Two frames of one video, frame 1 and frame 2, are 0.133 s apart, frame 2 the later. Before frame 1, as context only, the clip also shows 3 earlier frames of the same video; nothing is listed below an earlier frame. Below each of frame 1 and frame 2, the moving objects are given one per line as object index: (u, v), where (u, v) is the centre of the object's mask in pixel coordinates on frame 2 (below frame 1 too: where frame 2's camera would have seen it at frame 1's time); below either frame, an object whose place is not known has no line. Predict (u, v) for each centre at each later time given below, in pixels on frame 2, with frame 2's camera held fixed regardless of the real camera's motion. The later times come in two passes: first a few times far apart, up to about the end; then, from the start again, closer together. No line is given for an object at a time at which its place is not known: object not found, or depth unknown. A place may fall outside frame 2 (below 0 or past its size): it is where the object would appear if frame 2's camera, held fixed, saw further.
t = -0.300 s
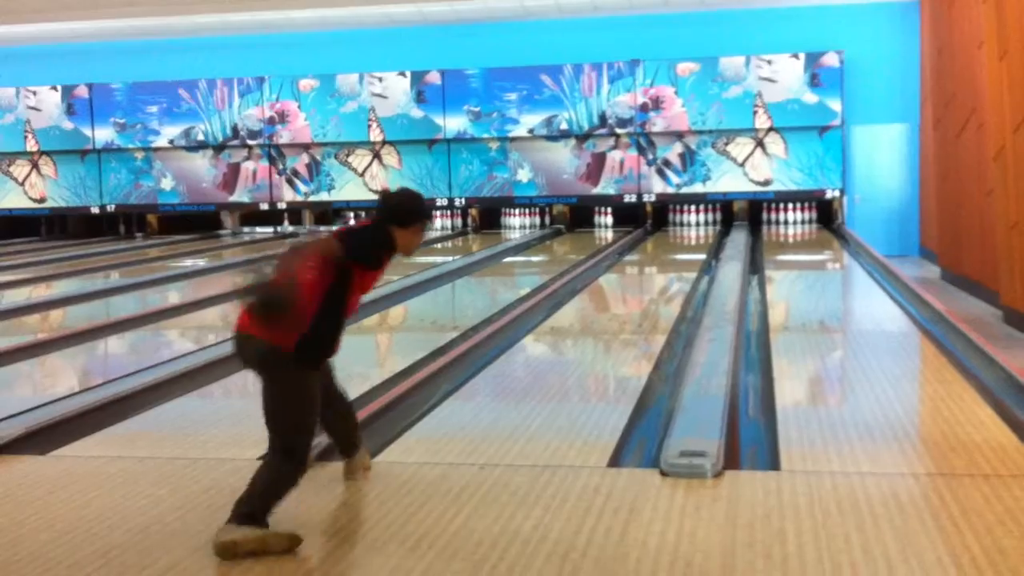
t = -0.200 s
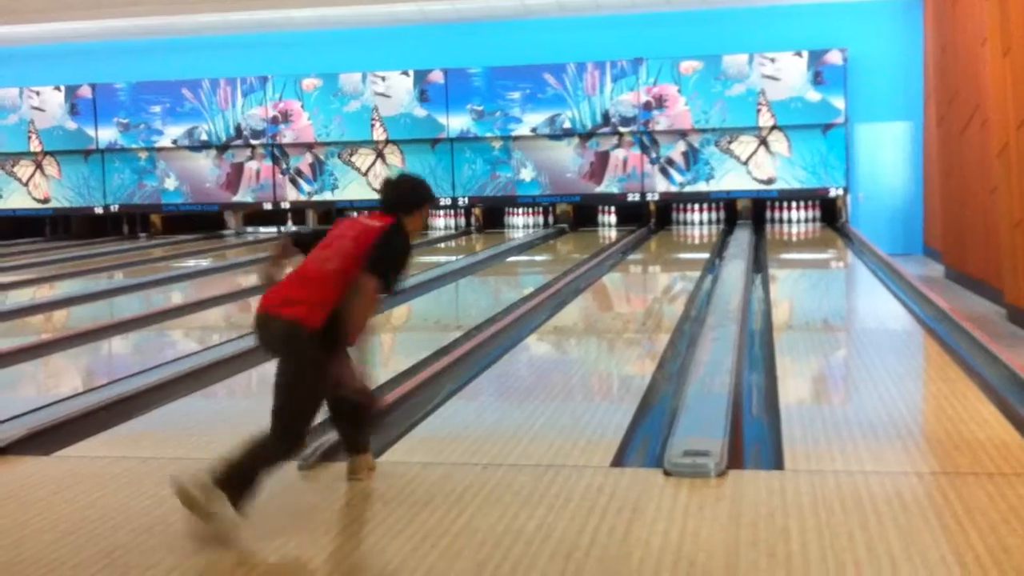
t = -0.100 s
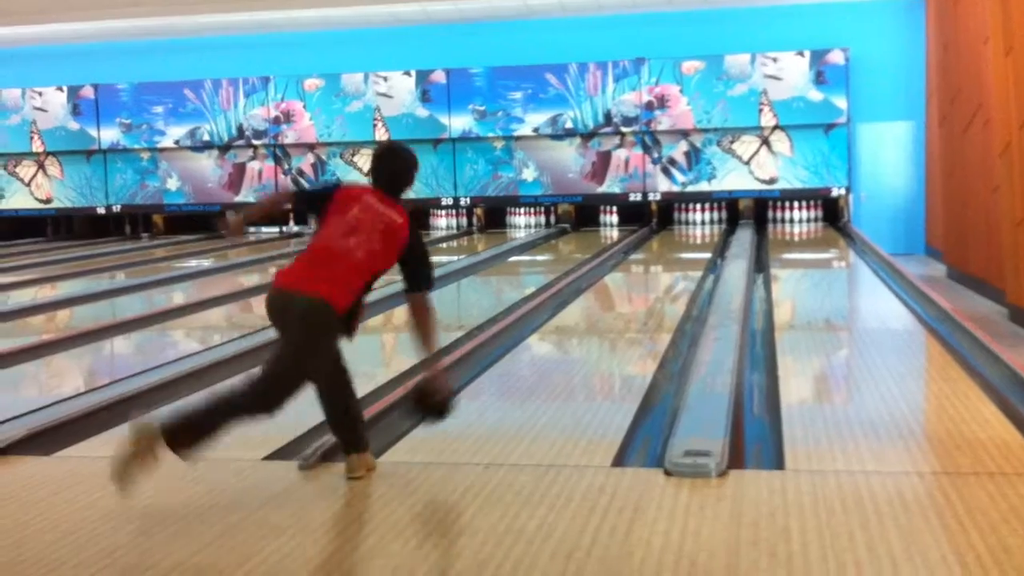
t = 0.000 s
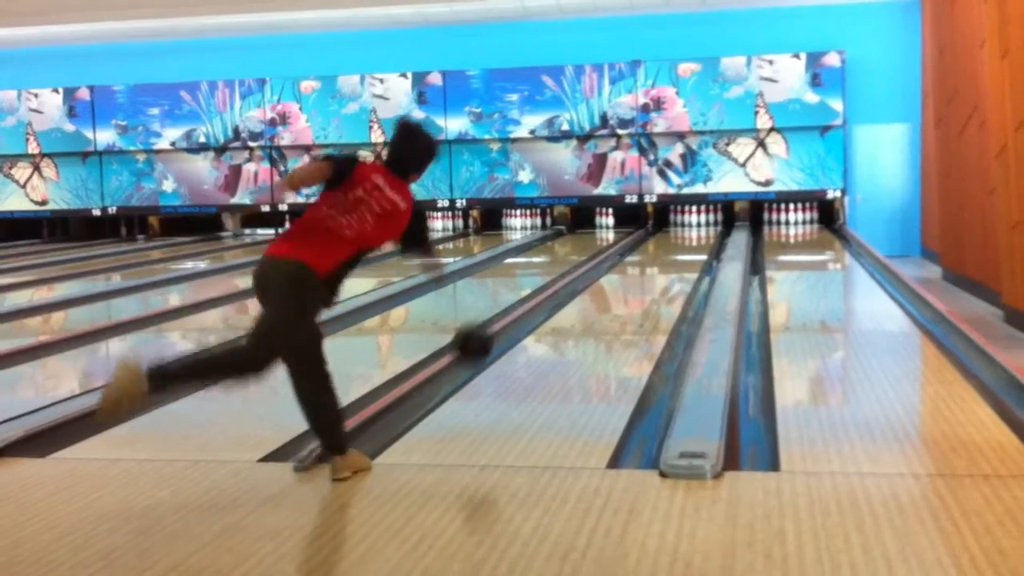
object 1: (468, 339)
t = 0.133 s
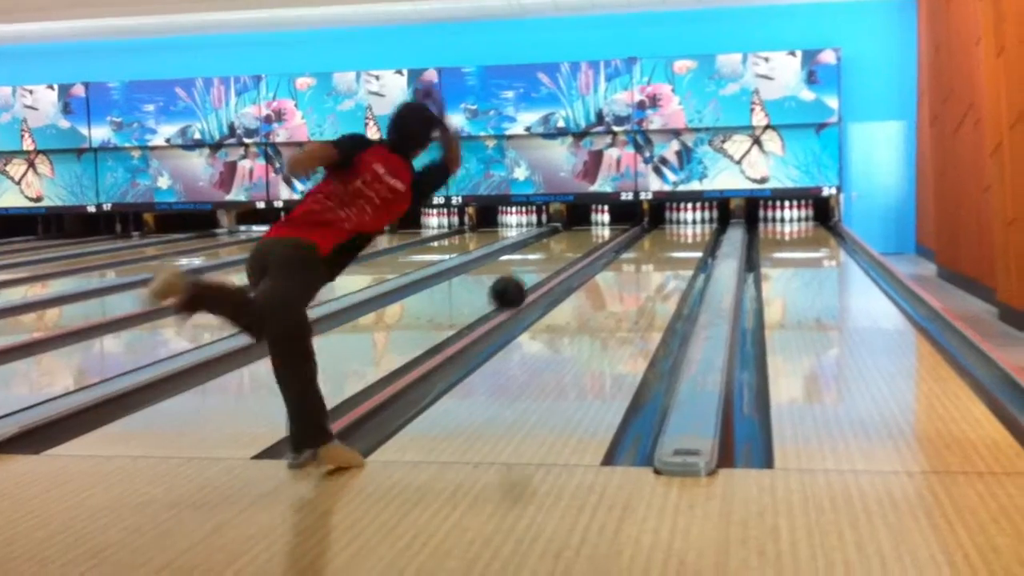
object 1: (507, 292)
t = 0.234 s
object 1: (533, 281)
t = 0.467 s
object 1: (579, 311)
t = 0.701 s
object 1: (609, 294)
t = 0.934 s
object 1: (631, 277)
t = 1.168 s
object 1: (647, 263)
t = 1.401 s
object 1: (660, 252)
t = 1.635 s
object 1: (669, 243)
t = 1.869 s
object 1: (676, 235)
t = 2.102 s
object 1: (682, 229)
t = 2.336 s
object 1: (683, 224)
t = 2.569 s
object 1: (685, 220)
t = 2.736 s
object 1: (683, 219)
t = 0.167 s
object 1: (517, 286)
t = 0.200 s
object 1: (525, 283)
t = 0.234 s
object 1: (533, 281)
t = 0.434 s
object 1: (573, 303)
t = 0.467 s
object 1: (579, 311)
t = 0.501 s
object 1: (584, 315)
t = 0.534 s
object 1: (589, 310)
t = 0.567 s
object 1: (593, 306)
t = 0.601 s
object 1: (598, 303)
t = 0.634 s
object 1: (602, 301)
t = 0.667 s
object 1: (605, 298)
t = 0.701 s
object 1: (609, 294)
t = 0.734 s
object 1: (613, 292)
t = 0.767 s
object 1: (617, 289)
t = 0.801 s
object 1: (620, 286)
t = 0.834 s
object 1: (623, 284)
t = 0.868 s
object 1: (626, 282)
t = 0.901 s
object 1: (628, 279)
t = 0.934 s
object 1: (631, 277)
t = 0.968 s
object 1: (634, 274)
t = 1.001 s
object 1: (636, 272)
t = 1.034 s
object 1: (639, 271)
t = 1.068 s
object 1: (641, 269)
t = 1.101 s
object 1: (643, 267)
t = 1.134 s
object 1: (645, 265)
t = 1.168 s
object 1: (647, 263)
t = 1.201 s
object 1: (649, 262)
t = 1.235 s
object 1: (651, 260)
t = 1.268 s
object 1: (653, 258)
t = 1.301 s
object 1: (655, 256)
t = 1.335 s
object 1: (656, 255)
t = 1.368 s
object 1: (658, 254)
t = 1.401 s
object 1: (660, 252)
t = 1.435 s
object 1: (661, 251)
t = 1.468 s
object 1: (662, 249)
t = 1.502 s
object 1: (663, 248)
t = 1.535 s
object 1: (665, 247)
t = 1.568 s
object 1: (667, 245)
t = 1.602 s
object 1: (668, 244)
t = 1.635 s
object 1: (669, 243)
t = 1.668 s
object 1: (670, 242)
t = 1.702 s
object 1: (671, 240)
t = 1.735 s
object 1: (672, 239)
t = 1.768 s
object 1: (674, 238)
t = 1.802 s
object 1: (675, 237)
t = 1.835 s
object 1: (675, 236)
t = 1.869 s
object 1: (676, 235)
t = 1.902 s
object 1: (677, 234)
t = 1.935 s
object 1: (678, 234)
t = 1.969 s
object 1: (678, 233)
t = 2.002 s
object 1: (680, 232)
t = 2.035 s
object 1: (680, 231)
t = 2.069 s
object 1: (681, 230)
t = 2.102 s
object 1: (682, 229)
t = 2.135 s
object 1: (682, 228)
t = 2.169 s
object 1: (683, 227)
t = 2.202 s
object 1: (683, 227)
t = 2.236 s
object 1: (683, 226)
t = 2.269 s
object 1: (684, 225)
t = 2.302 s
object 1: (684, 225)
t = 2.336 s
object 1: (683, 224)
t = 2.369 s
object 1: (684, 224)
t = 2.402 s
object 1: (684, 223)
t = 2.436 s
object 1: (684, 222)
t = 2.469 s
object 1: (683, 222)
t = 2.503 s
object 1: (685, 221)
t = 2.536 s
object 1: (684, 221)
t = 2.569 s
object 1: (685, 220)
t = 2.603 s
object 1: (684, 220)
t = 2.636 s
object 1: (684, 219)
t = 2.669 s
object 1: (683, 219)
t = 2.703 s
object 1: (682, 220)
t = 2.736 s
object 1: (683, 219)
